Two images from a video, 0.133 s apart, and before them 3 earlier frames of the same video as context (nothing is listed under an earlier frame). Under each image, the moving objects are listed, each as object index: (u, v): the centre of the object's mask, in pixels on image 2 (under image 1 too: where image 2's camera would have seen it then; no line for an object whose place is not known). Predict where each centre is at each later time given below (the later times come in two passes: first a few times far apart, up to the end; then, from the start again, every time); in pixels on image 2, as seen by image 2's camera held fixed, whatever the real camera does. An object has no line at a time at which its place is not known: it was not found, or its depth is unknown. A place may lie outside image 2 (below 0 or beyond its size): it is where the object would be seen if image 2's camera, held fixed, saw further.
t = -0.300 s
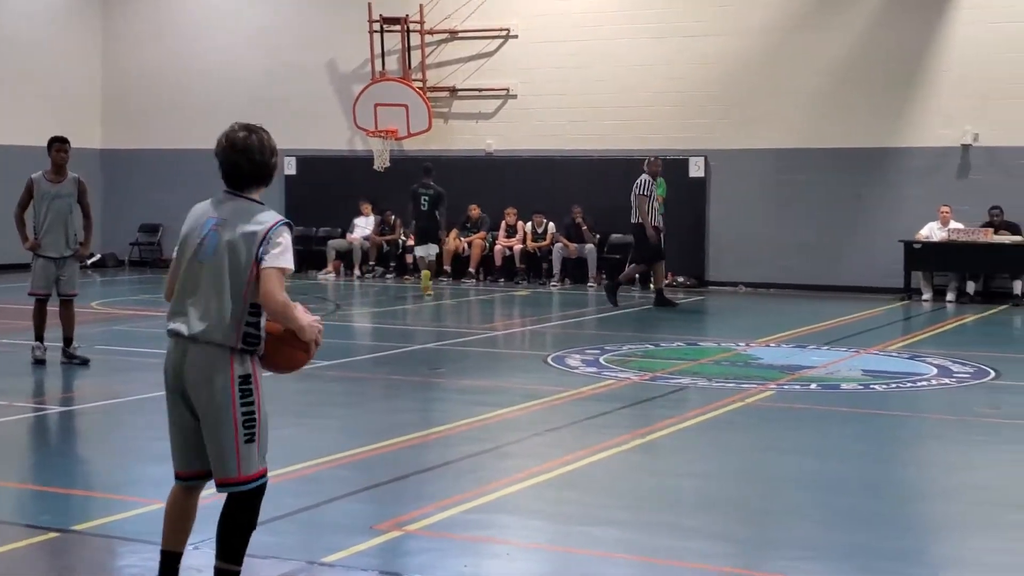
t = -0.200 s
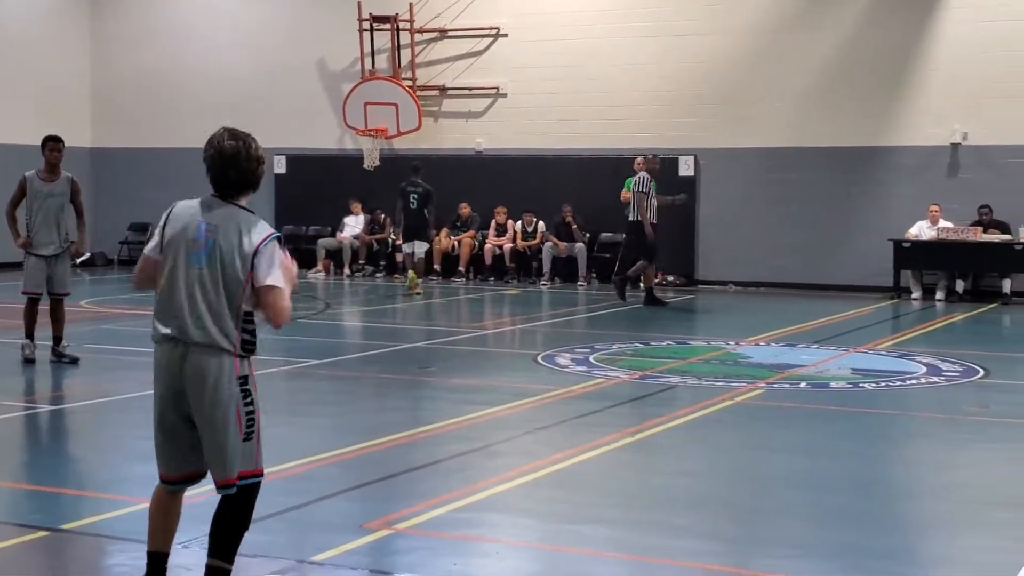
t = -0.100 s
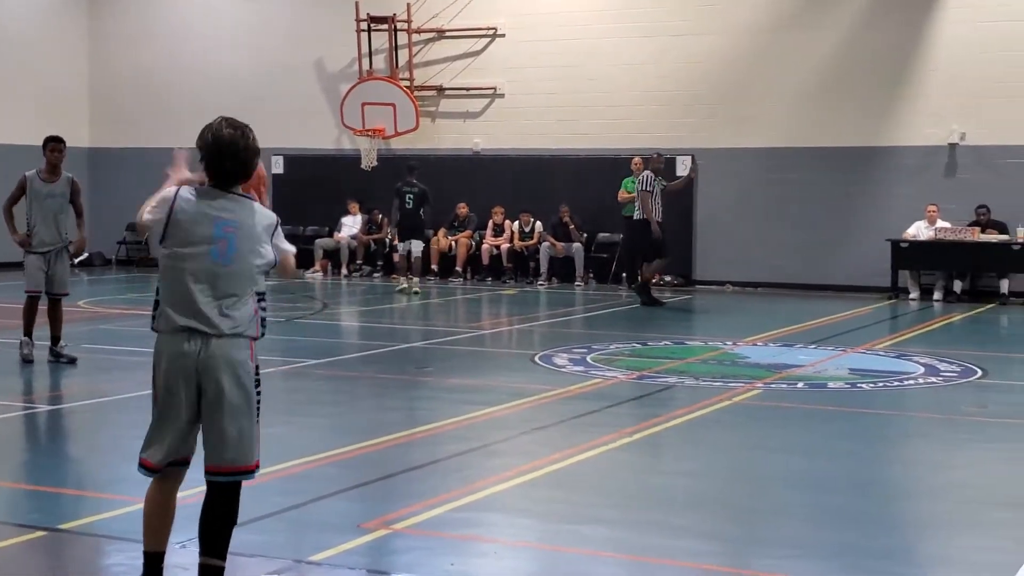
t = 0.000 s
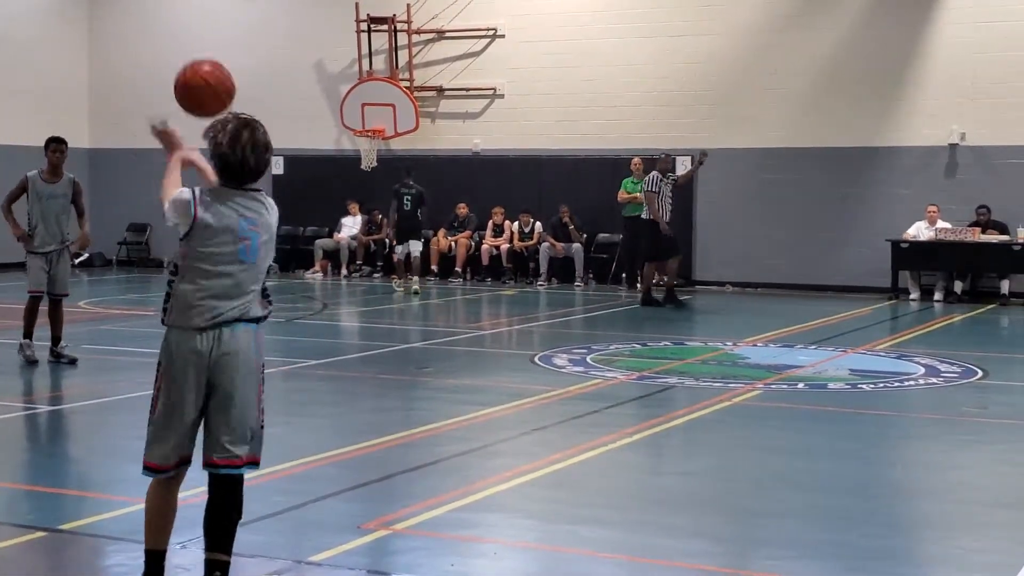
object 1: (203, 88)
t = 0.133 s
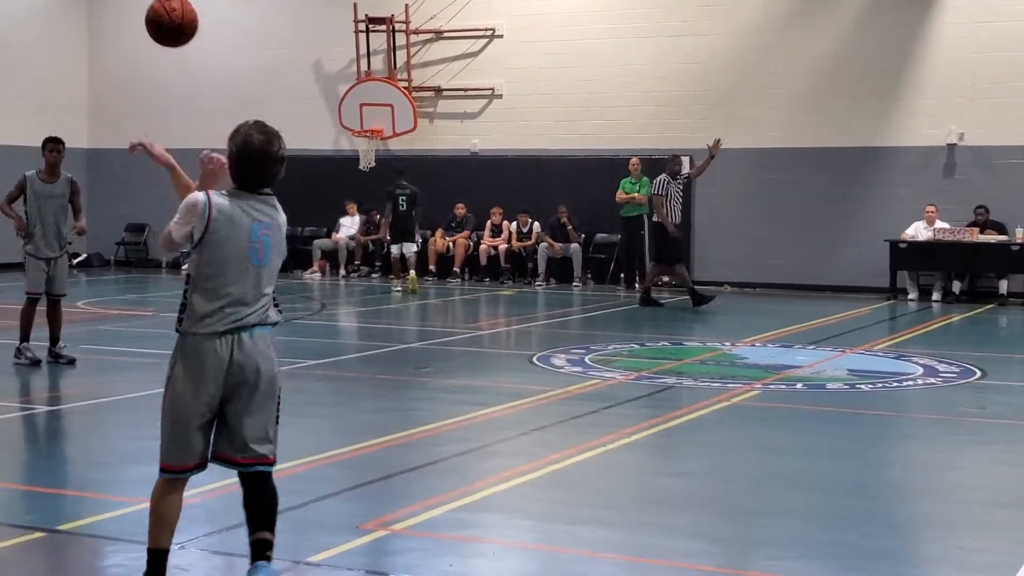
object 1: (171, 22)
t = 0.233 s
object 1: (153, 12)
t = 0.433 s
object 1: (122, 25)
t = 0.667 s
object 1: (95, 112)
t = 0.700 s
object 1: (92, 129)
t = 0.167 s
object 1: (165, 17)
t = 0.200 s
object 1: (159, 13)
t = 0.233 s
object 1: (153, 12)
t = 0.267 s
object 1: (148, 11)
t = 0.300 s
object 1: (142, 11)
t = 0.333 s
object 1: (137, 12)
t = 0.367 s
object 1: (132, 15)
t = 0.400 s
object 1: (127, 18)
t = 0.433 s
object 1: (122, 25)
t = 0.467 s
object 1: (118, 34)
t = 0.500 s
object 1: (113, 45)
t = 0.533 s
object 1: (109, 56)
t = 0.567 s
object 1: (106, 69)
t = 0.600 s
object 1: (102, 82)
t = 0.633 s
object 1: (99, 97)
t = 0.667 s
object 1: (95, 112)
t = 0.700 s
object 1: (92, 129)
